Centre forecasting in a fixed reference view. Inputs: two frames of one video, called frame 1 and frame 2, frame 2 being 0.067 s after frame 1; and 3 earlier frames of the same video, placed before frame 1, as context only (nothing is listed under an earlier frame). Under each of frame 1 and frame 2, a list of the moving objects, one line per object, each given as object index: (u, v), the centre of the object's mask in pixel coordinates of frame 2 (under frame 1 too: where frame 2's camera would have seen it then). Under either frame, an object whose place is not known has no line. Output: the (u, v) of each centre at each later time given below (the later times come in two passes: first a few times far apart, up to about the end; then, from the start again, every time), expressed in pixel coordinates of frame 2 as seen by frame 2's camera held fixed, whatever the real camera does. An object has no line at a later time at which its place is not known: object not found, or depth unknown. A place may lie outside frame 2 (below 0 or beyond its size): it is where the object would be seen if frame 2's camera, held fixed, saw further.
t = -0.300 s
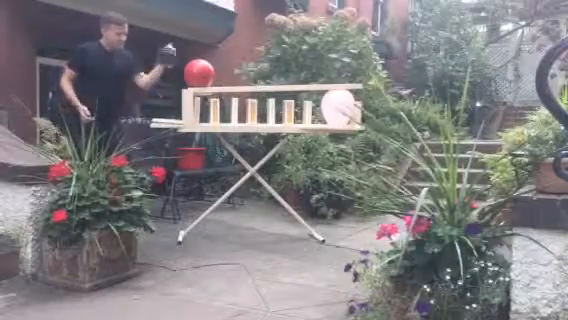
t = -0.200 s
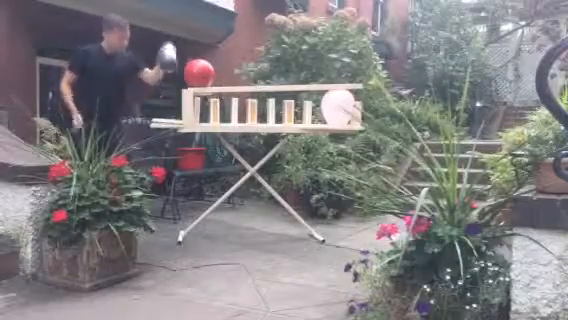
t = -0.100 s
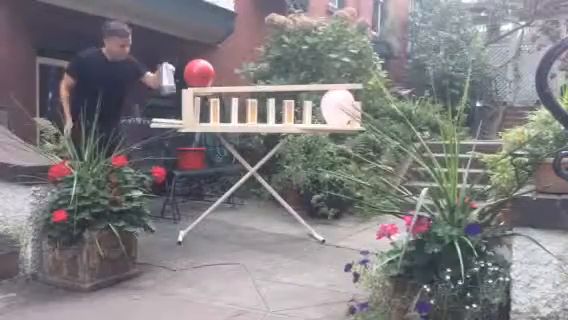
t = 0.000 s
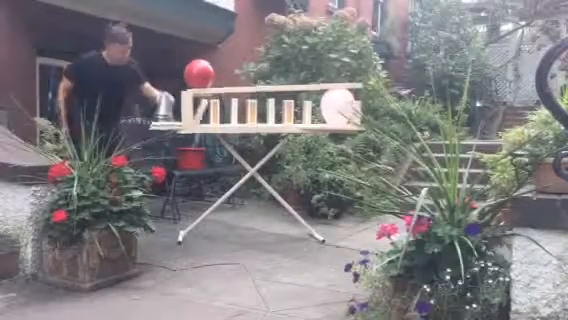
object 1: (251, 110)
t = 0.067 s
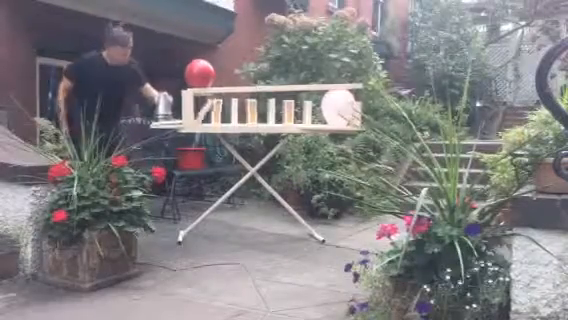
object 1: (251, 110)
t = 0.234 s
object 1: (252, 110)
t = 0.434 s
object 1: (252, 111)
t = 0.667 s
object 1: (252, 111)
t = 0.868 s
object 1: (252, 111)
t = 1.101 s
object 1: (252, 111)
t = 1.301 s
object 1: (253, 111)
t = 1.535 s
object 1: (257, 111)
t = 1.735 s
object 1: (261, 112)
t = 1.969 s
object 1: (261, 112)
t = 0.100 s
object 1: (251, 110)
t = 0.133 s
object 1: (251, 110)
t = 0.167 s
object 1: (251, 110)
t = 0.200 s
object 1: (252, 110)
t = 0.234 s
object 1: (252, 110)
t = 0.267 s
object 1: (252, 110)
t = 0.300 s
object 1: (252, 110)
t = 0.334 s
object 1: (252, 111)
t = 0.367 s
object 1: (252, 111)
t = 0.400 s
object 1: (252, 111)
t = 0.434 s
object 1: (252, 111)
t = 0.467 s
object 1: (252, 111)
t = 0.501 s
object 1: (252, 111)
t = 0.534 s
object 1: (252, 111)
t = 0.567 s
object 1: (252, 111)
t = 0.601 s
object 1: (252, 111)
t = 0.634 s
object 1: (252, 111)
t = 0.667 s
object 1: (252, 111)
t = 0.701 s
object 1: (252, 111)
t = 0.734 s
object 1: (252, 111)
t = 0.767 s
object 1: (252, 111)
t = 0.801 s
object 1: (252, 111)
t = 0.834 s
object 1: (252, 111)
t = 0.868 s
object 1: (252, 111)
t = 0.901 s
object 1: (252, 111)
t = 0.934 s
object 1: (252, 111)
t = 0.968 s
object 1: (252, 111)
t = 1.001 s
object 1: (252, 111)
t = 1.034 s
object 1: (252, 111)
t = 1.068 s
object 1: (252, 111)
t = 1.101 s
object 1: (252, 111)
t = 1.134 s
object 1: (252, 111)
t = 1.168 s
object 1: (252, 111)
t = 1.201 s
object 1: (252, 111)
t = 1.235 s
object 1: (252, 111)
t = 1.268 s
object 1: (253, 111)
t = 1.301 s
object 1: (253, 111)
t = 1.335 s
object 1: (254, 111)
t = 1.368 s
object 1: (254, 111)
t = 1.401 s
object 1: (254, 111)
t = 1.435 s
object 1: (255, 111)
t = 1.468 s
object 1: (255, 111)
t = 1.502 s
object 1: (255, 112)
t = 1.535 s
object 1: (257, 111)
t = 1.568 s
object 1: (258, 111)
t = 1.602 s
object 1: (259, 111)
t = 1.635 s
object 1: (260, 111)
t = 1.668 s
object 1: (260, 112)
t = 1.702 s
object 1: (261, 112)
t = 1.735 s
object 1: (261, 112)
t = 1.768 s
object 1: (261, 112)
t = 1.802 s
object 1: (261, 112)
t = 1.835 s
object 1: (261, 112)
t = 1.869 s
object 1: (261, 112)
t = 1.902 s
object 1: (261, 112)
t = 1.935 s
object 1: (261, 112)
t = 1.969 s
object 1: (261, 112)
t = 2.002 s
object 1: (261, 112)
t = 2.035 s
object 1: (261, 112)
